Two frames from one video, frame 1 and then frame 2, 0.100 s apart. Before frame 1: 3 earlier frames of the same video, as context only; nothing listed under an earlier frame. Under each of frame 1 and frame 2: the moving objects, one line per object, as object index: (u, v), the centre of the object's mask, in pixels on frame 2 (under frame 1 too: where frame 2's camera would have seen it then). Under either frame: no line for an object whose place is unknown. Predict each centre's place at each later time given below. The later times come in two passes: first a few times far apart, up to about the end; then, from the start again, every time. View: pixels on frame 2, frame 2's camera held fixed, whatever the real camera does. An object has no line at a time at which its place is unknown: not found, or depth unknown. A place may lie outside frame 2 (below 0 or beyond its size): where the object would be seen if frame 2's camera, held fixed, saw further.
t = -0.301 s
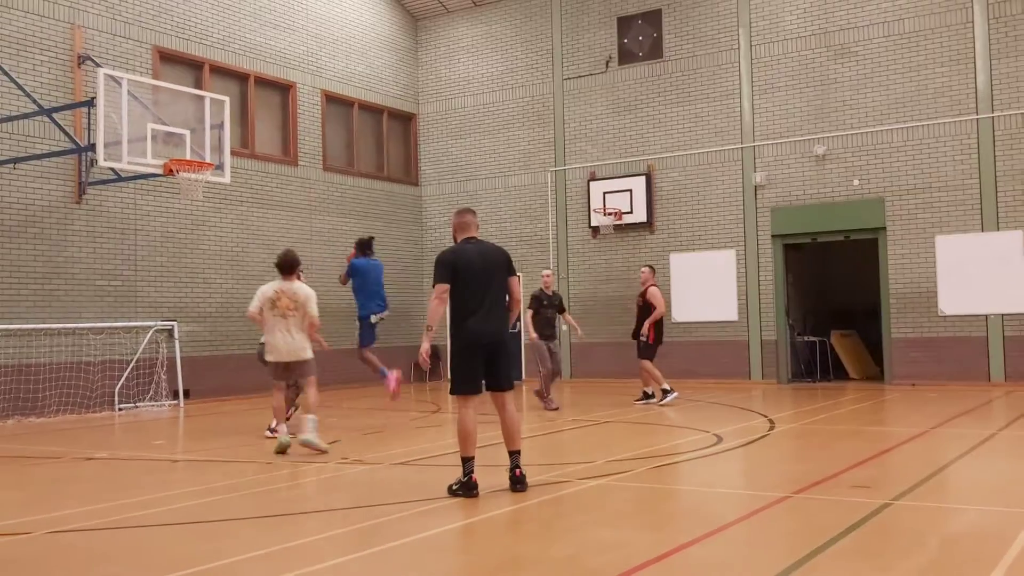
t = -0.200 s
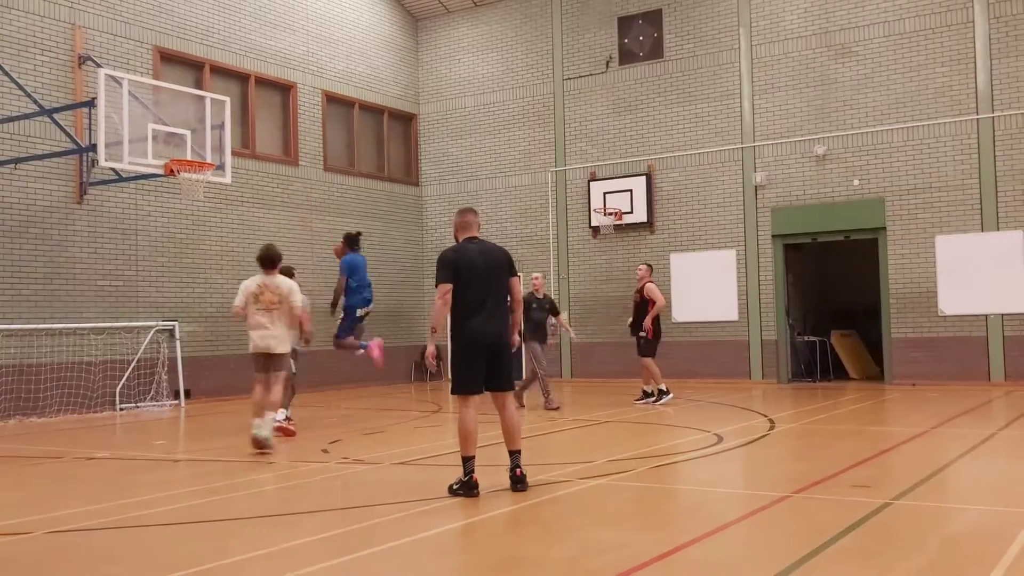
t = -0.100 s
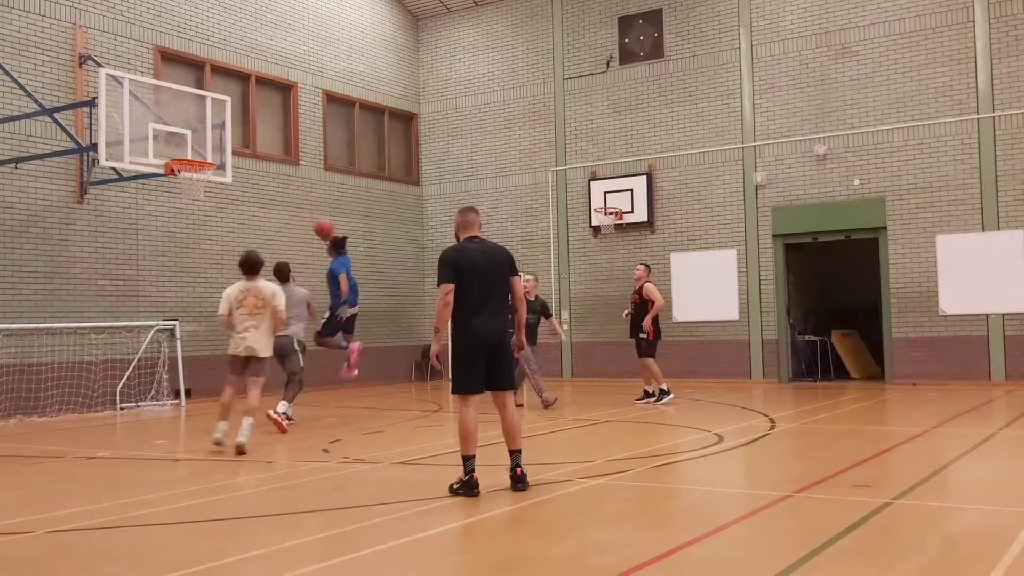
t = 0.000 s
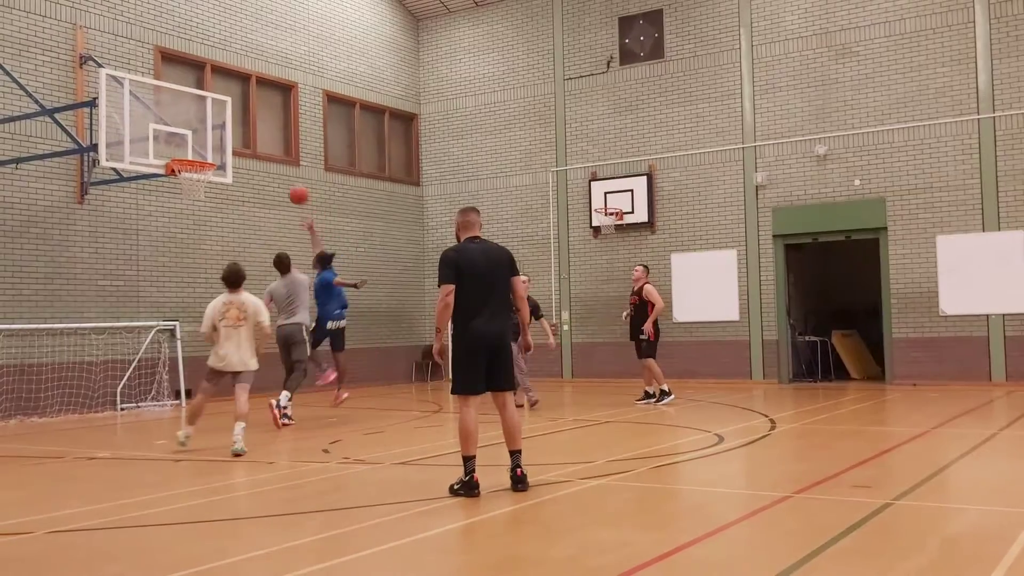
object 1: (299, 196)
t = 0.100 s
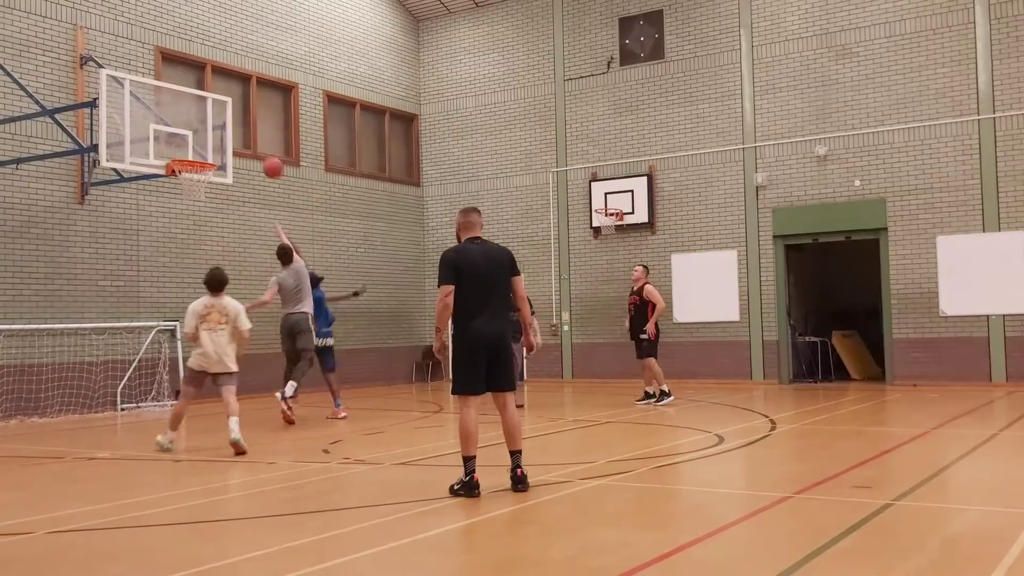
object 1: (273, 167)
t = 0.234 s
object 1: (238, 144)
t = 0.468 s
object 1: (189, 131)
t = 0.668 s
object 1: (181, 146)
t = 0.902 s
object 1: (187, 153)
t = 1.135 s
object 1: (195, 204)
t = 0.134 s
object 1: (263, 160)
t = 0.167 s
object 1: (255, 153)
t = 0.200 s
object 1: (247, 148)
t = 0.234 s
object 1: (238, 144)
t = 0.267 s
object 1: (229, 140)
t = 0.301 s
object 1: (220, 136)
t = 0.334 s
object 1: (211, 135)
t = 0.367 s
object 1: (202, 133)
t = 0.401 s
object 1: (194, 133)
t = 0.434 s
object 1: (190, 132)
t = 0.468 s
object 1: (189, 131)
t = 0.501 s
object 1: (187, 131)
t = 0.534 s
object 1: (186, 132)
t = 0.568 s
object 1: (185, 134)
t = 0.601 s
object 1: (184, 137)
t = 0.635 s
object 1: (183, 141)
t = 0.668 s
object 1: (181, 146)
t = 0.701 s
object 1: (181, 149)
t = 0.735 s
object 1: (182, 147)
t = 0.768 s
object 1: (182, 147)
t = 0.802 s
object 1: (183, 147)
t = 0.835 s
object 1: (185, 148)
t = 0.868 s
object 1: (186, 150)
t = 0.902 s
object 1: (187, 153)
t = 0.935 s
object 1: (188, 156)
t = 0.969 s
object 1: (189, 162)
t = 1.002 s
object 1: (190, 169)
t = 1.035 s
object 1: (191, 175)
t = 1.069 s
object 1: (192, 184)
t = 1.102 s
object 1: (194, 194)
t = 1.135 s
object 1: (195, 204)
